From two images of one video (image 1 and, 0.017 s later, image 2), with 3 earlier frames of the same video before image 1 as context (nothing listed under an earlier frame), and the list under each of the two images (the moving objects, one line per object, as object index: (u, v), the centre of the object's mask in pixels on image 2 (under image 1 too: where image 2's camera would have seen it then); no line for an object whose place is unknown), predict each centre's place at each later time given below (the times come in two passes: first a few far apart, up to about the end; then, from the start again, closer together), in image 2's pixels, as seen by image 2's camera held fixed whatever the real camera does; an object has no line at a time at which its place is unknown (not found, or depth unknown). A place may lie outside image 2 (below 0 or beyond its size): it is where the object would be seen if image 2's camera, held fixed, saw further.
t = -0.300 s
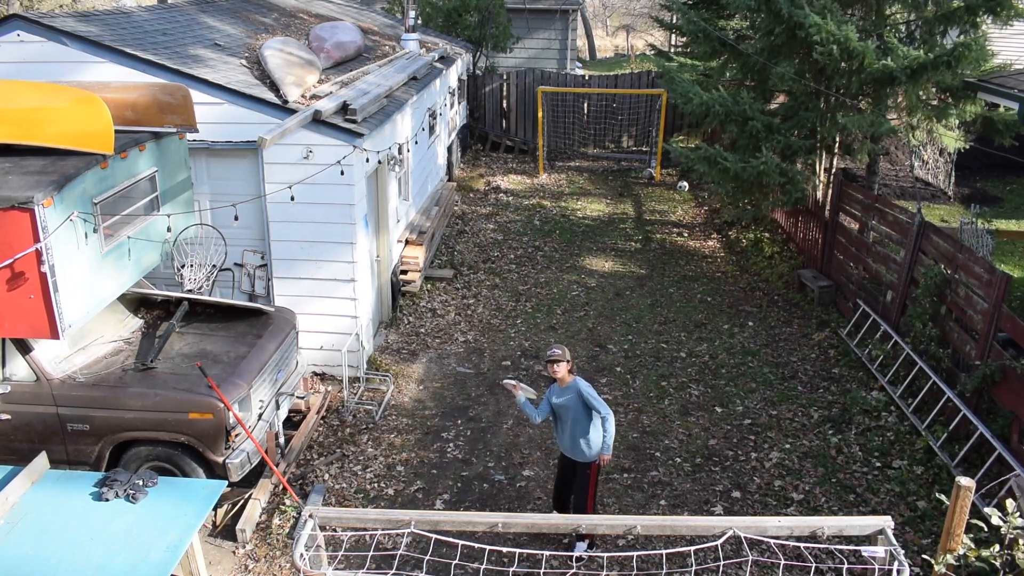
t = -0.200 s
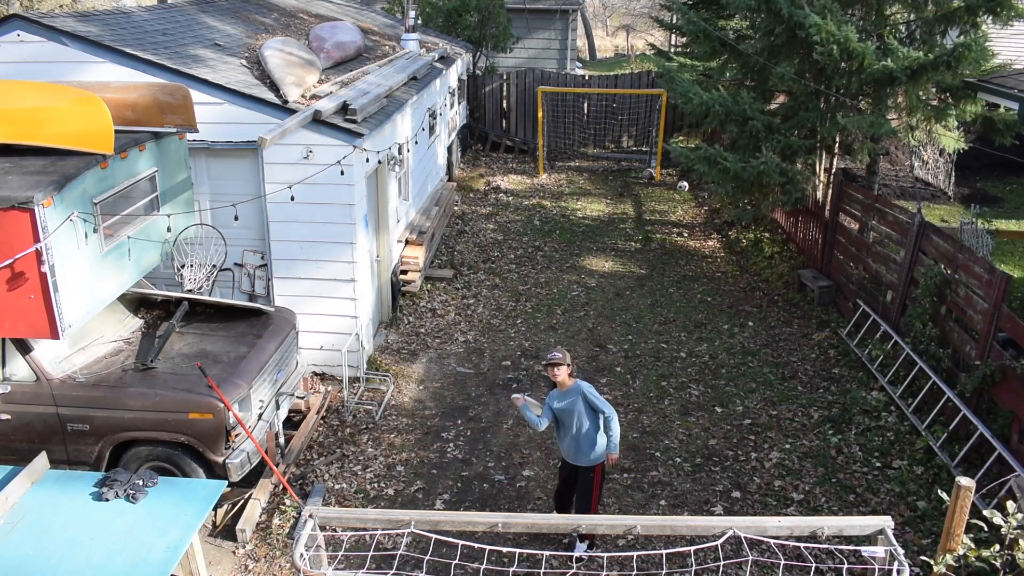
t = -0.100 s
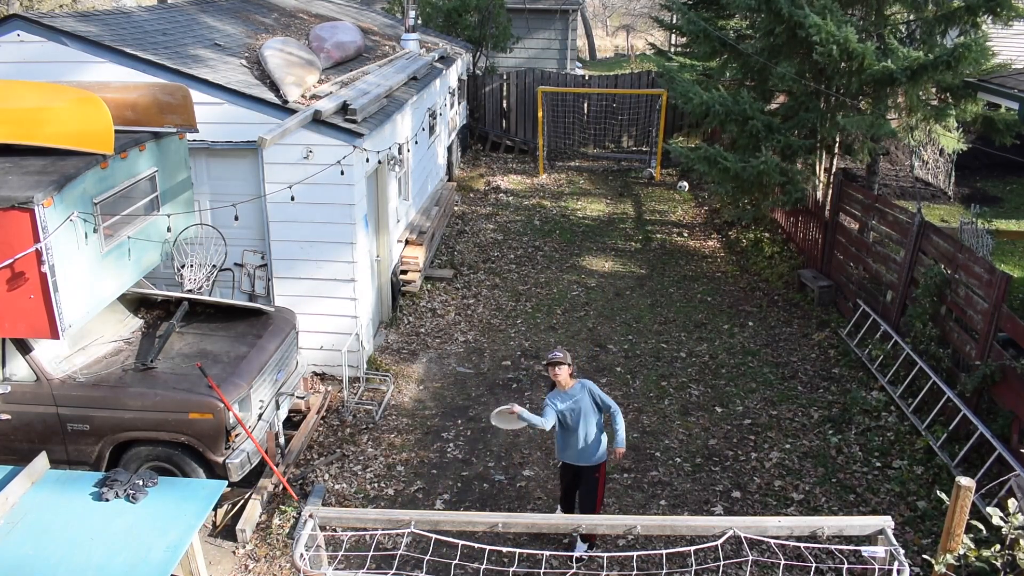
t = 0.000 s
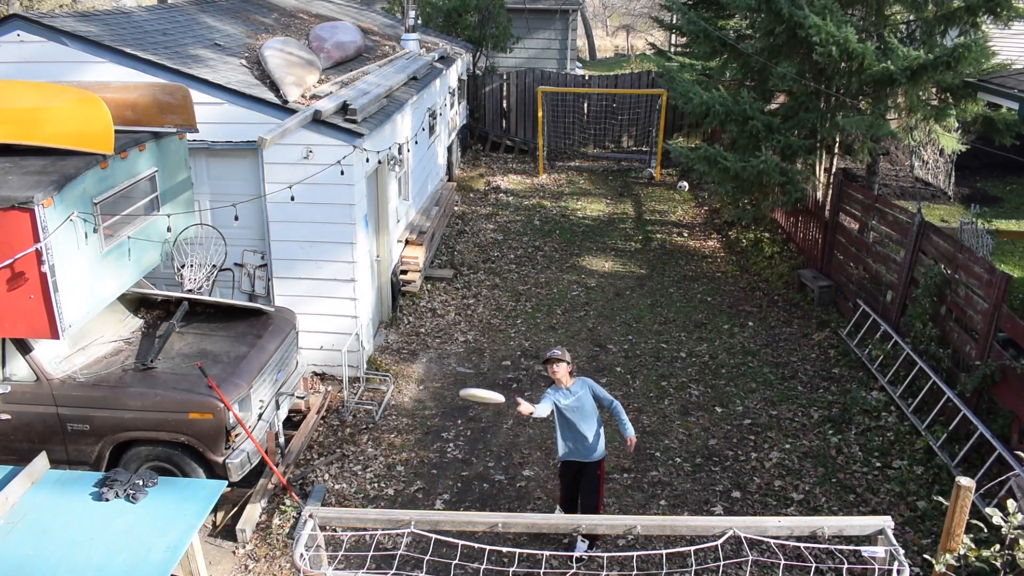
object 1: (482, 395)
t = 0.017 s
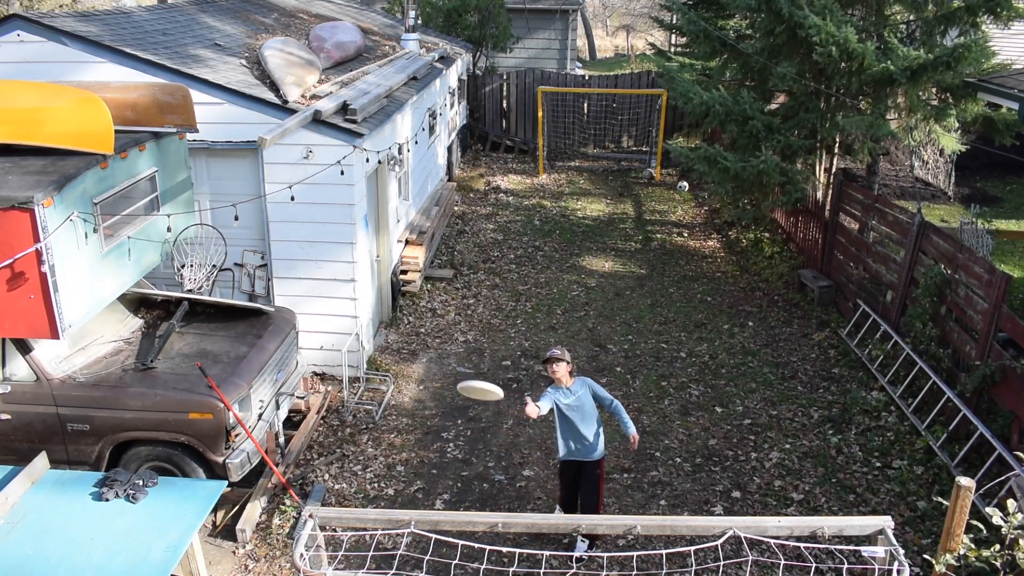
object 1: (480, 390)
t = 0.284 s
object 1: (429, 294)
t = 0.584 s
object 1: (159, 174)
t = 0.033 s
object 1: (479, 385)
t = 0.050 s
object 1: (477, 379)
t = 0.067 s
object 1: (475, 373)
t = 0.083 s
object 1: (472, 367)
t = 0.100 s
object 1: (469, 361)
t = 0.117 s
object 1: (467, 354)
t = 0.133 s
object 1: (464, 348)
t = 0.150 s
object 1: (462, 342)
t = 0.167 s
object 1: (459, 337)
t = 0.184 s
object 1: (456, 331)
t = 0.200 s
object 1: (451, 325)
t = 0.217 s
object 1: (447, 318)
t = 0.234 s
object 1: (442, 312)
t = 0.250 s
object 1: (438, 306)
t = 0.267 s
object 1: (433, 300)
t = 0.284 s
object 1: (429, 294)
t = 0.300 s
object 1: (424, 288)
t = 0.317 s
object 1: (417, 282)
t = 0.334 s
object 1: (410, 275)
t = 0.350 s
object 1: (403, 269)
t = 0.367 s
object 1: (395, 263)
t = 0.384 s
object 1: (387, 256)
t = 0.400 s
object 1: (377, 250)
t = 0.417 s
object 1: (367, 244)
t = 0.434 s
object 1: (355, 238)
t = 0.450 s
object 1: (342, 232)
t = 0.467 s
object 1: (327, 225)
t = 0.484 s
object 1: (311, 219)
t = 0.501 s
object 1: (293, 212)
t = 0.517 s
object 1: (273, 205)
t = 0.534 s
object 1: (251, 197)
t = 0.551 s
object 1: (224, 190)
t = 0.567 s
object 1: (193, 181)
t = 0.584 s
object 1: (159, 174)
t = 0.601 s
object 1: (124, 166)
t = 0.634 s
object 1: (78, 158)
